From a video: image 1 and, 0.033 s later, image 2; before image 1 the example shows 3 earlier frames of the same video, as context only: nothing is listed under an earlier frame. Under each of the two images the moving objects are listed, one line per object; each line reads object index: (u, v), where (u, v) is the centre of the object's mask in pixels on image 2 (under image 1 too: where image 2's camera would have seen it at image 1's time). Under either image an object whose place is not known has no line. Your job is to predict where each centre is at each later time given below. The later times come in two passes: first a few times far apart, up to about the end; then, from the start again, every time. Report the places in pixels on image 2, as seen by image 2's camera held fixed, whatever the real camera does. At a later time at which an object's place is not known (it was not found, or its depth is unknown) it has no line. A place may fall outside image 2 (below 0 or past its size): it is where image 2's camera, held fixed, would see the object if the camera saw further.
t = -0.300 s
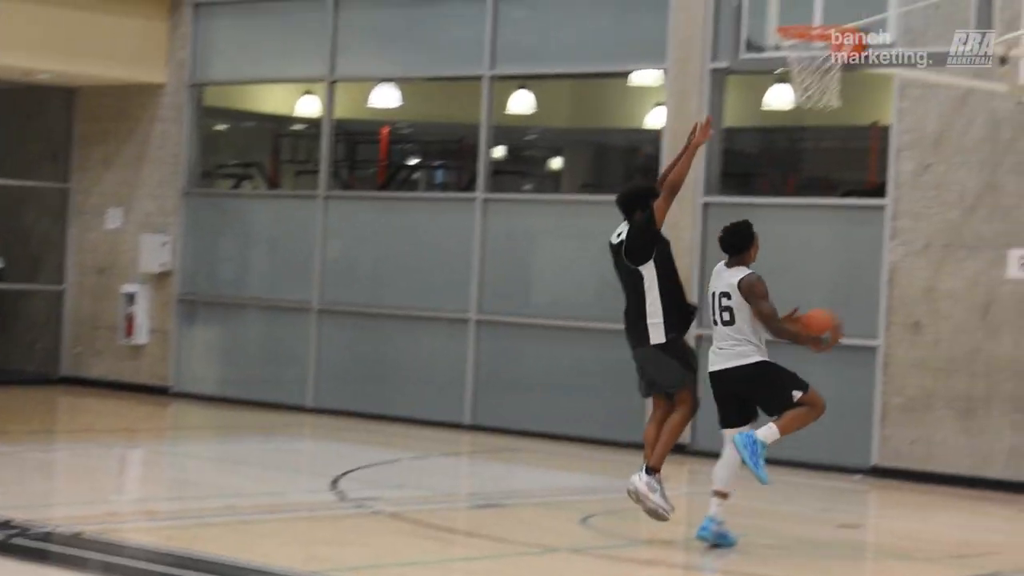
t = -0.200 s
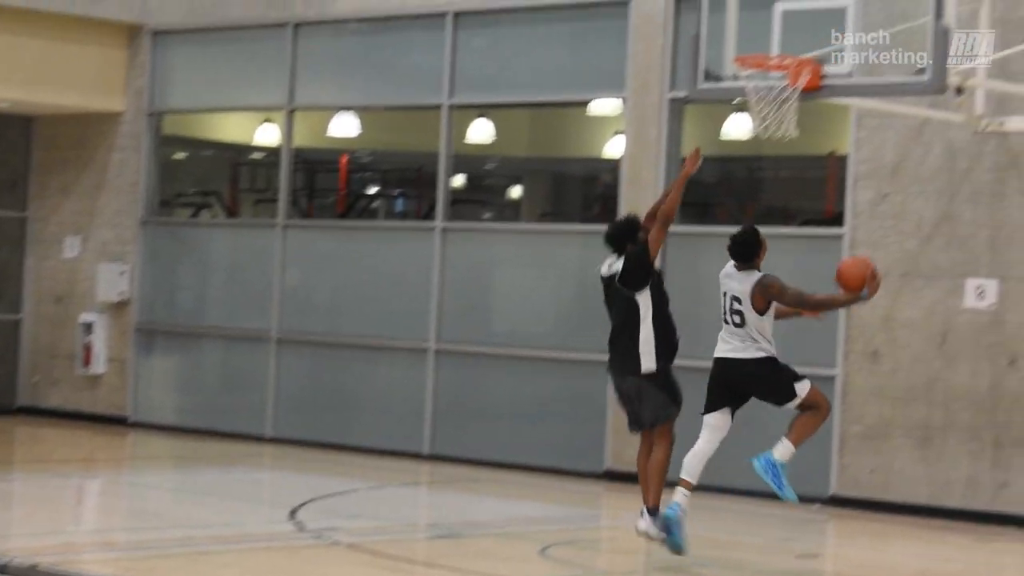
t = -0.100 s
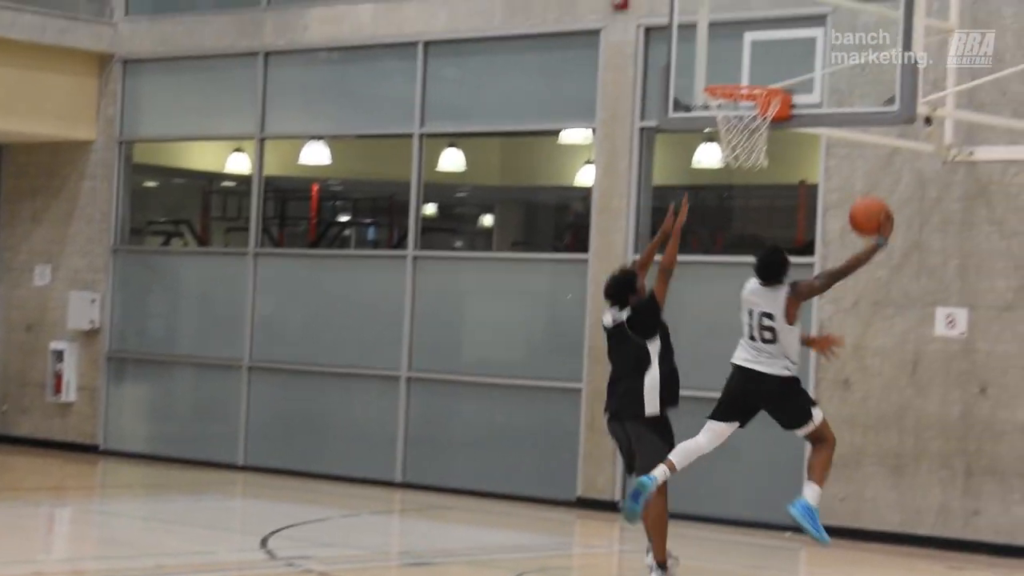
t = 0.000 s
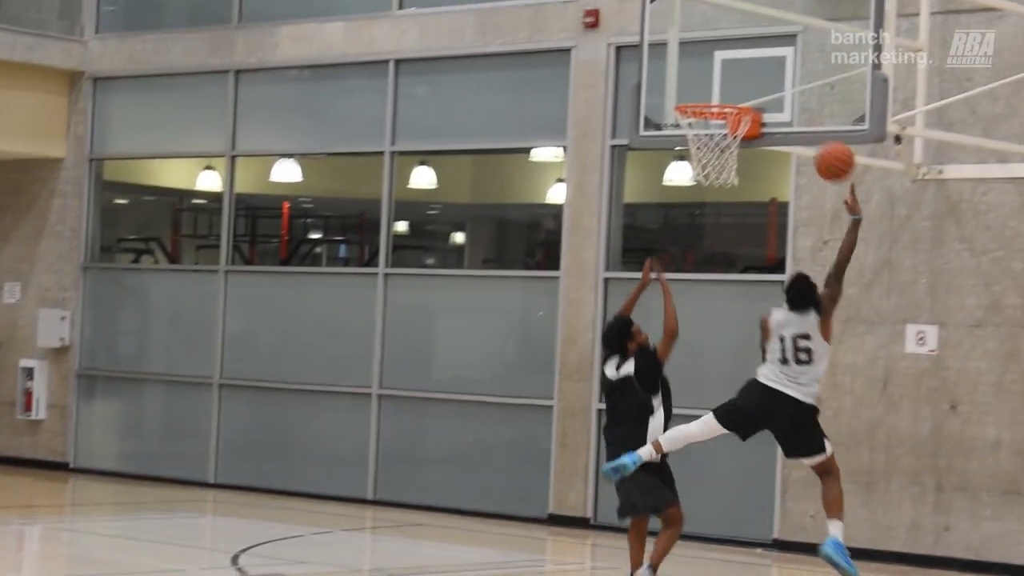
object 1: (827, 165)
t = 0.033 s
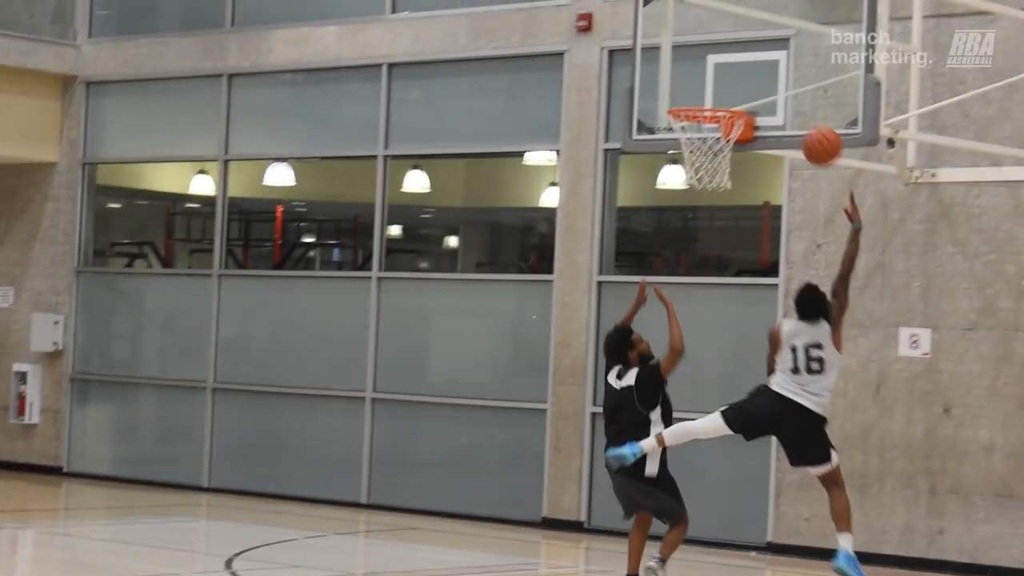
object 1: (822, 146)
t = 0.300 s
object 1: (773, 60)
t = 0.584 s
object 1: (689, 93)
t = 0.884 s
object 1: (725, 81)
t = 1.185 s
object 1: (712, 92)
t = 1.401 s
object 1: (689, 131)
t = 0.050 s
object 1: (819, 136)
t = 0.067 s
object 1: (817, 128)
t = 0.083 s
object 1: (814, 120)
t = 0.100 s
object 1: (811, 112)
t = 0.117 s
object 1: (809, 106)
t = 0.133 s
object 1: (806, 100)
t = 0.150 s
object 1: (803, 94)
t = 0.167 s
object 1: (800, 88)
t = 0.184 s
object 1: (798, 83)
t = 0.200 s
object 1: (795, 79)
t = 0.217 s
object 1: (792, 75)
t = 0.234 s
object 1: (789, 71)
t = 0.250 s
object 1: (786, 67)
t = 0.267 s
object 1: (783, 64)
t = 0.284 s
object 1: (778, 62)
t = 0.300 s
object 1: (773, 60)
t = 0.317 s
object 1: (768, 59)
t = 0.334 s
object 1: (763, 58)
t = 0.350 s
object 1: (759, 57)
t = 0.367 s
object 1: (754, 57)
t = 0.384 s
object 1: (749, 57)
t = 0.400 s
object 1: (744, 58)
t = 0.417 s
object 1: (739, 59)
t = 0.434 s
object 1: (734, 61)
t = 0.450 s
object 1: (730, 62)
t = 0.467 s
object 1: (724, 65)
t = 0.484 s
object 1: (719, 68)
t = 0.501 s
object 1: (714, 72)
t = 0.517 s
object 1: (709, 75)
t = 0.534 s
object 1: (704, 80)
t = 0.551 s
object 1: (699, 84)
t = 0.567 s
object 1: (694, 89)
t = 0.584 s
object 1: (689, 93)
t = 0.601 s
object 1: (685, 97)
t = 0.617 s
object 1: (687, 97)
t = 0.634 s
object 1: (691, 95)
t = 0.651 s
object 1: (696, 95)
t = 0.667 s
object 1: (701, 94)
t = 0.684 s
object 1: (705, 94)
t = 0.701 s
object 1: (709, 95)
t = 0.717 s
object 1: (714, 95)
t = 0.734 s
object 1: (718, 96)
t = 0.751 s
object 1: (722, 96)
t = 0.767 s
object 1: (723, 95)
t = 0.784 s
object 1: (724, 92)
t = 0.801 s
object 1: (724, 90)
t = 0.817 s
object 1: (724, 87)
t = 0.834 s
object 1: (724, 85)
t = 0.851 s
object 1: (725, 83)
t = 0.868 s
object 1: (725, 82)
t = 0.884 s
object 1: (725, 81)
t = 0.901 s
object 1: (726, 80)
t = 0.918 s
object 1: (726, 81)
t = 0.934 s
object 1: (726, 81)
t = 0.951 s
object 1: (726, 82)
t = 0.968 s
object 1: (726, 83)
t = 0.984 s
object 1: (727, 85)
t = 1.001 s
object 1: (727, 87)
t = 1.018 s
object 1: (727, 89)
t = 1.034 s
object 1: (727, 92)
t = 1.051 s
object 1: (727, 94)
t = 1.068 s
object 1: (728, 96)
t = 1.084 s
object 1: (726, 96)
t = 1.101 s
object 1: (724, 94)
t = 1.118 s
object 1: (721, 92)
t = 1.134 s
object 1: (720, 92)
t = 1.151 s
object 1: (717, 92)
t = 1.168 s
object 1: (715, 92)
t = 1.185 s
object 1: (712, 92)
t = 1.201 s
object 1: (710, 92)
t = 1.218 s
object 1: (707, 93)
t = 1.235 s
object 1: (704, 94)
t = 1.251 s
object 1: (702, 95)
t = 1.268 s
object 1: (700, 96)
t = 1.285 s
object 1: (697, 98)
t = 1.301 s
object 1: (694, 99)
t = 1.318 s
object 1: (692, 113)
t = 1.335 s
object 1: (689, 118)
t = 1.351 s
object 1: (688, 122)
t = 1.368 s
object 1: (688, 127)
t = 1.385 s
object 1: (689, 129)
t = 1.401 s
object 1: (689, 131)
